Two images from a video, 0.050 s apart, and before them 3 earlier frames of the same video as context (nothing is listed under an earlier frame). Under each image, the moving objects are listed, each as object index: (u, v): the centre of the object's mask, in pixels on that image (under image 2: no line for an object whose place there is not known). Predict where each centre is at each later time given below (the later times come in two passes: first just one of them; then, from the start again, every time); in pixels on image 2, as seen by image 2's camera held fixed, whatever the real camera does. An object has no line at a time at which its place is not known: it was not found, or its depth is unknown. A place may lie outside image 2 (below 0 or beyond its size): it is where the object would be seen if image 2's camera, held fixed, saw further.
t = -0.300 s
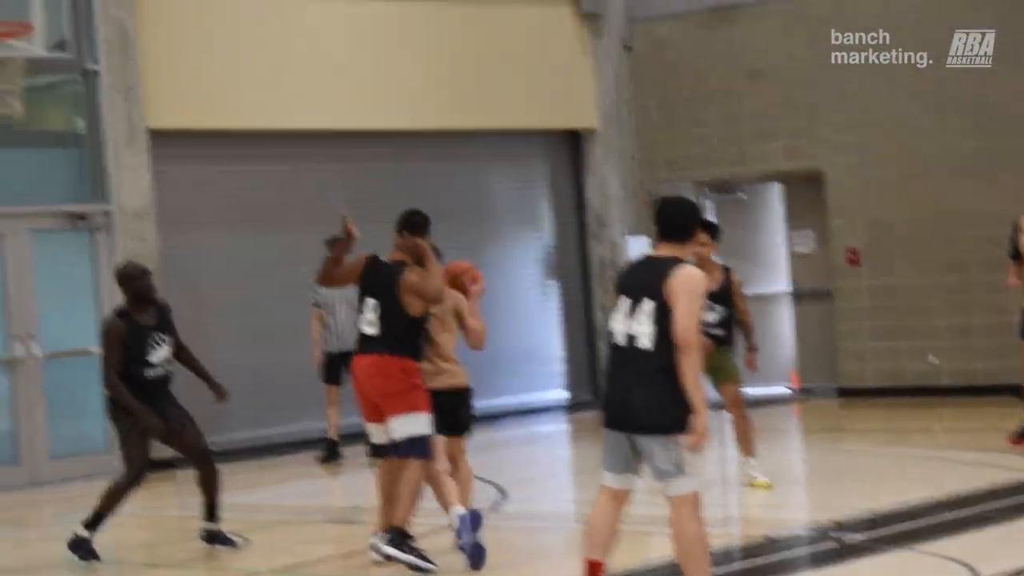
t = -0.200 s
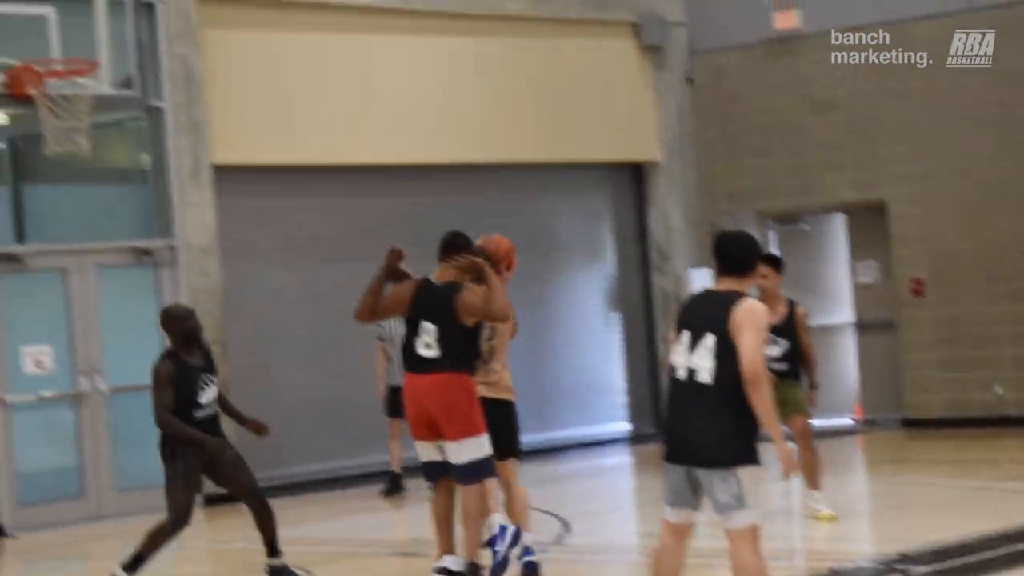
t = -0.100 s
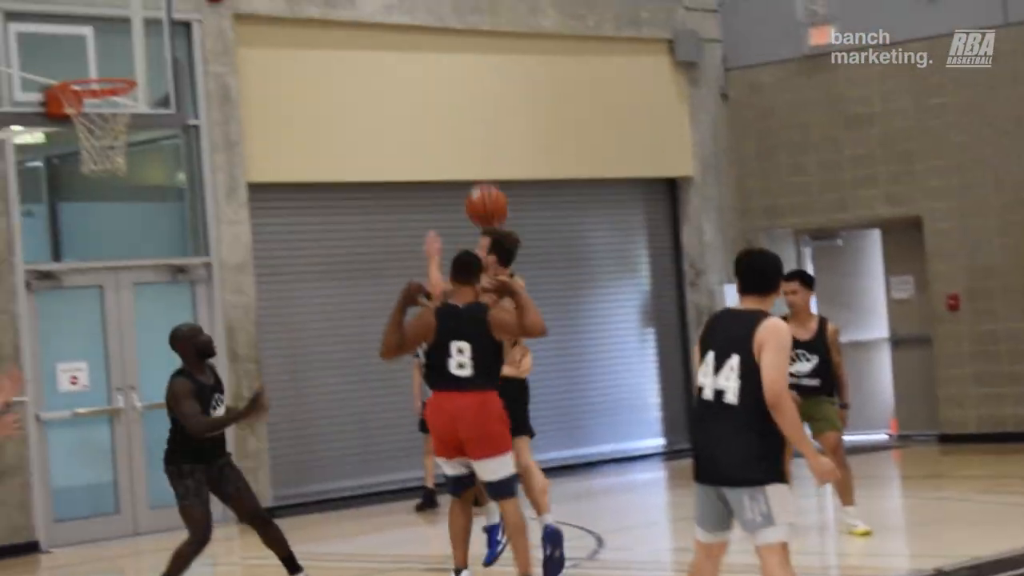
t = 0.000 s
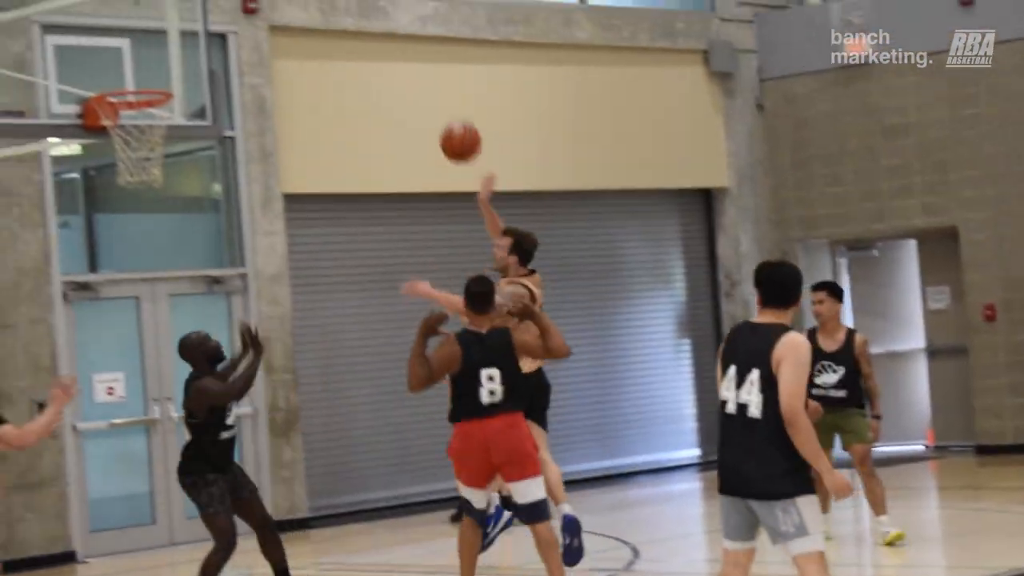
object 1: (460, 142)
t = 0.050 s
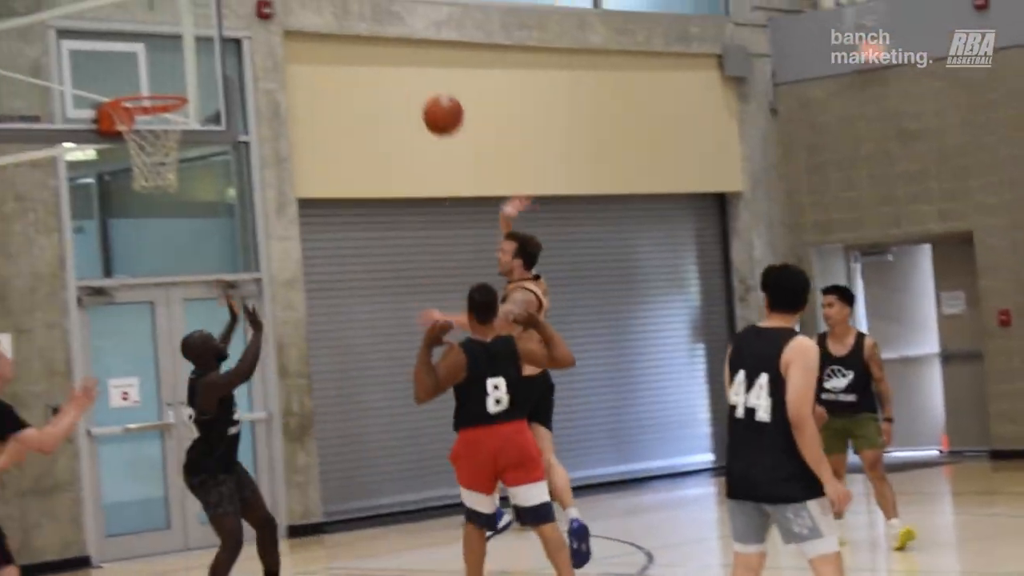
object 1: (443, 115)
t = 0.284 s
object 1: (303, 24)
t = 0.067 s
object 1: (433, 105)
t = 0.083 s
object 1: (422, 96)
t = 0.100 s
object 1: (412, 87)
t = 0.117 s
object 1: (400, 79)
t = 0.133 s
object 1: (390, 72)
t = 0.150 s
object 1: (380, 64)
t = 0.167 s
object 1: (370, 58)
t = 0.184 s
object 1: (360, 52)
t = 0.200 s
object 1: (350, 47)
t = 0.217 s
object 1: (340, 41)
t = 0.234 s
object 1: (332, 36)
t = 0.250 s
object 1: (322, 32)
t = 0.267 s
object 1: (312, 28)
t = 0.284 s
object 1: (303, 24)
